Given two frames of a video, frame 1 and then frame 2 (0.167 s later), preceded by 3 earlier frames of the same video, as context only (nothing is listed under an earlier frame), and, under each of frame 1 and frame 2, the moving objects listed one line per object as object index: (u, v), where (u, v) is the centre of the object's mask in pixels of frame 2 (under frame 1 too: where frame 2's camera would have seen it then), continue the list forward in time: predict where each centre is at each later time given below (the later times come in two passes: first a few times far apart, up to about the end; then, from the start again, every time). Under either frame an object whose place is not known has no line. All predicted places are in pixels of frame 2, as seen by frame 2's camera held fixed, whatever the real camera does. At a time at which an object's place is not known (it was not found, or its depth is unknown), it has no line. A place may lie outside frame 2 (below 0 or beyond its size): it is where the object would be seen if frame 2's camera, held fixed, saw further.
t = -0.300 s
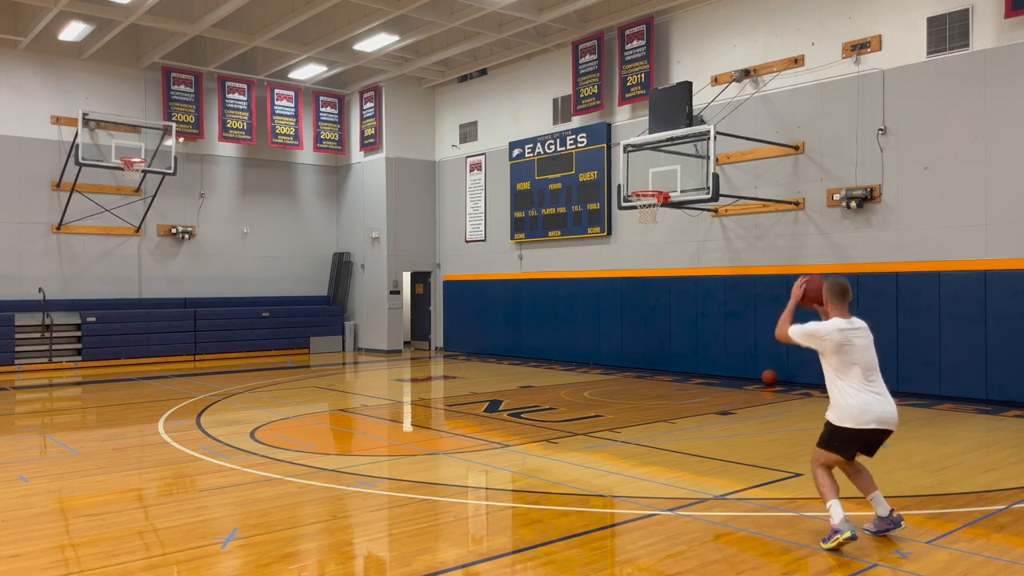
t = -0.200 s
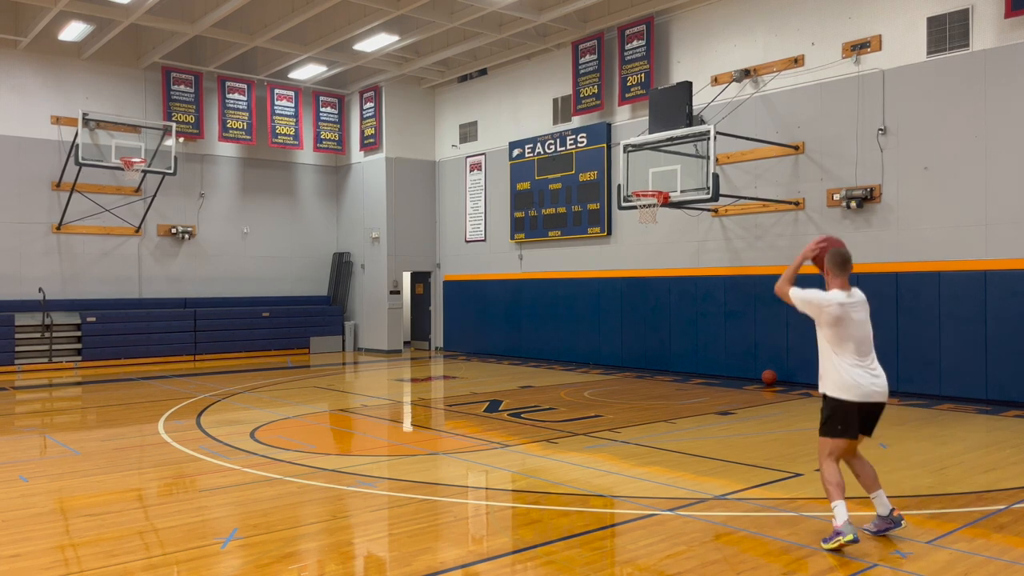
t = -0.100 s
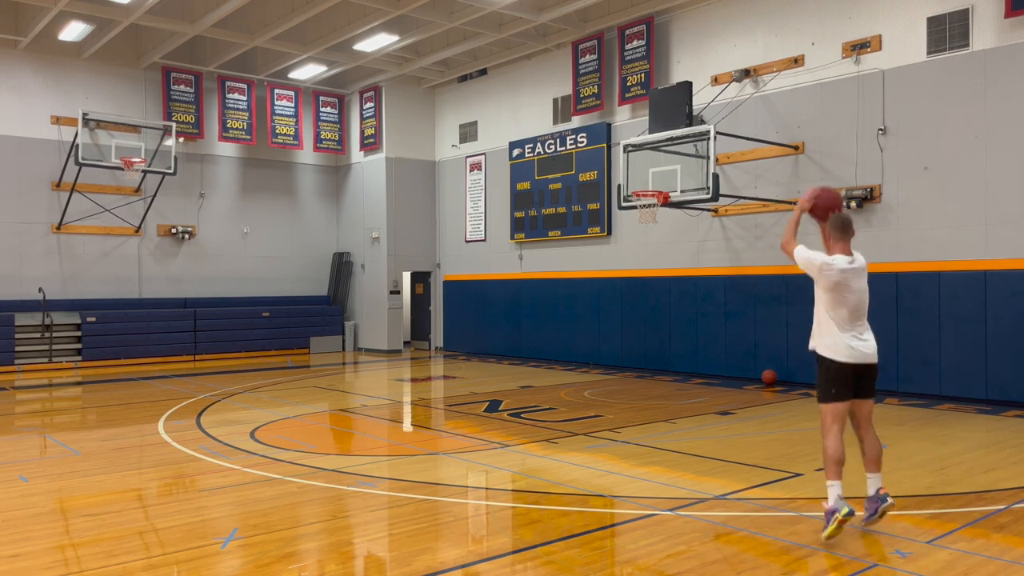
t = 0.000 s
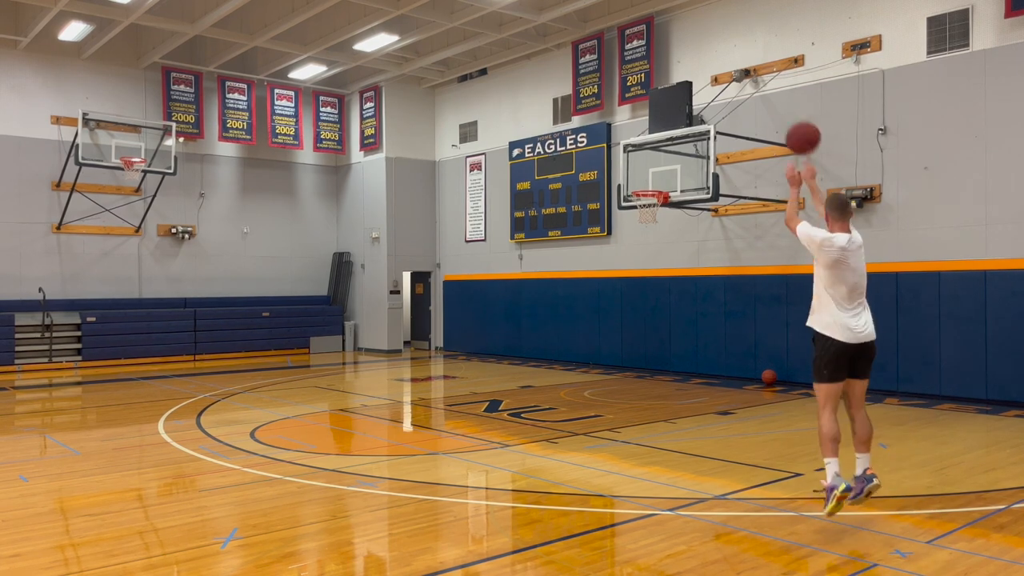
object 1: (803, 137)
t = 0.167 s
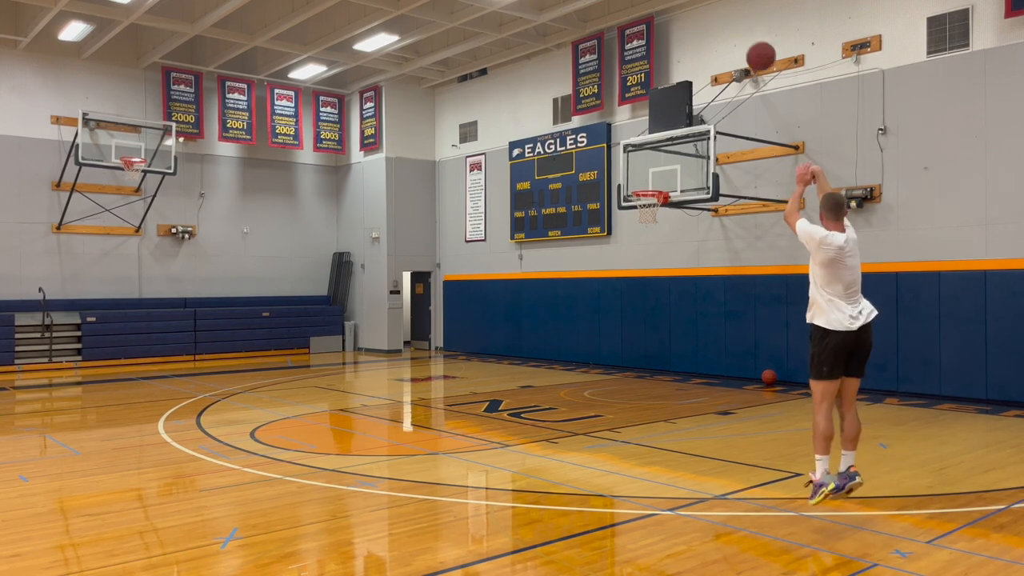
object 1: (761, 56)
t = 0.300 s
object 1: (735, 26)
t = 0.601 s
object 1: (694, 29)
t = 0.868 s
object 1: (670, 84)
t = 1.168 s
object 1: (649, 182)
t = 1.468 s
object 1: (640, 242)
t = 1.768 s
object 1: (634, 335)
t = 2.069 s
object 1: (633, 333)
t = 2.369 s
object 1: (636, 283)
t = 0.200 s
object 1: (754, 46)
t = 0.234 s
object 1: (747, 38)
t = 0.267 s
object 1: (741, 31)
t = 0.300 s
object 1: (735, 26)
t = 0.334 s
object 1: (730, 22)
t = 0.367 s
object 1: (725, 19)
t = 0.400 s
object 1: (720, 18)
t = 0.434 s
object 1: (715, 17)
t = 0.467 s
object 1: (710, 18)
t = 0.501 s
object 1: (706, 19)
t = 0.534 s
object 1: (702, 22)
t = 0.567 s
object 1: (698, 25)
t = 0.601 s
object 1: (694, 29)
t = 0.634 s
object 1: (691, 33)
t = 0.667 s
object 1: (687, 39)
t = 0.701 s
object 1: (684, 45)
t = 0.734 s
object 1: (681, 51)
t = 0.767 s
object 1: (677, 59)
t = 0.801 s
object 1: (675, 67)
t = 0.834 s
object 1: (672, 75)
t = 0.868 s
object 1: (670, 84)
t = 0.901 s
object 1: (667, 93)
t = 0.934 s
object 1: (664, 102)
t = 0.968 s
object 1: (661, 113)
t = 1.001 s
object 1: (660, 123)
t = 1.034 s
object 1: (657, 134)
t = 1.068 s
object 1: (655, 146)
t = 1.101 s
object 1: (653, 158)
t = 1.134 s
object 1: (651, 170)
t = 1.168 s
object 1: (649, 182)
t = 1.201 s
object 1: (646, 195)
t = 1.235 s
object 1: (646, 208)
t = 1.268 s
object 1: (644, 213)
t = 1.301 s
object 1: (644, 215)
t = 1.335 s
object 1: (643, 219)
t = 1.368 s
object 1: (643, 224)
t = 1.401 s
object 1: (642, 229)
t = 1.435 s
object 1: (641, 235)
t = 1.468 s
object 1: (640, 242)
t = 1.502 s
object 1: (639, 249)
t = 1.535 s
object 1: (639, 258)
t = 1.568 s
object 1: (638, 266)
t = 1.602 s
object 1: (637, 276)
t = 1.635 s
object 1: (636, 287)
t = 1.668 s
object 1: (636, 297)
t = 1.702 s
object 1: (635, 309)
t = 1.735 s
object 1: (634, 322)
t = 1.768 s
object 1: (634, 335)
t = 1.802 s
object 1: (633, 348)
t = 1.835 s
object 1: (632, 362)
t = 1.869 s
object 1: (631, 377)
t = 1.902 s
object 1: (631, 385)
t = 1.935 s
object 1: (631, 372)
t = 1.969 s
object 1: (631, 361)
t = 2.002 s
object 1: (632, 351)
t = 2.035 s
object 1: (632, 342)
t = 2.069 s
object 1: (633, 333)
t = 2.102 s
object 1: (633, 324)
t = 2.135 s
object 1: (633, 317)
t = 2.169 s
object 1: (633, 310)
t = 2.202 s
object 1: (634, 303)
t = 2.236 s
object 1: (634, 298)
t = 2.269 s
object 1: (635, 293)
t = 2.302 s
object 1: (635, 289)
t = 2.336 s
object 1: (635, 285)
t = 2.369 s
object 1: (636, 283)
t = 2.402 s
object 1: (636, 280)
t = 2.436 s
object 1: (637, 279)
